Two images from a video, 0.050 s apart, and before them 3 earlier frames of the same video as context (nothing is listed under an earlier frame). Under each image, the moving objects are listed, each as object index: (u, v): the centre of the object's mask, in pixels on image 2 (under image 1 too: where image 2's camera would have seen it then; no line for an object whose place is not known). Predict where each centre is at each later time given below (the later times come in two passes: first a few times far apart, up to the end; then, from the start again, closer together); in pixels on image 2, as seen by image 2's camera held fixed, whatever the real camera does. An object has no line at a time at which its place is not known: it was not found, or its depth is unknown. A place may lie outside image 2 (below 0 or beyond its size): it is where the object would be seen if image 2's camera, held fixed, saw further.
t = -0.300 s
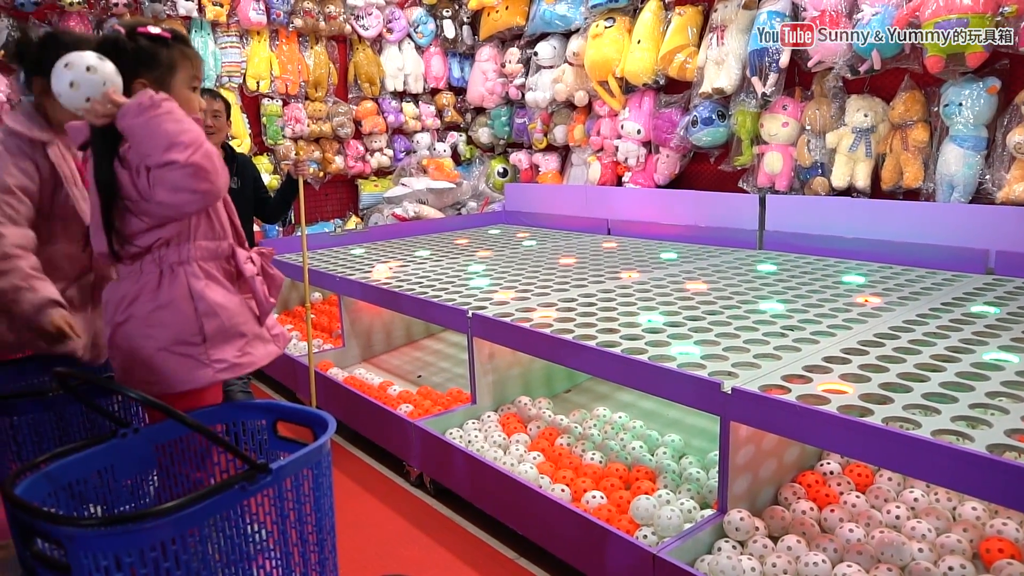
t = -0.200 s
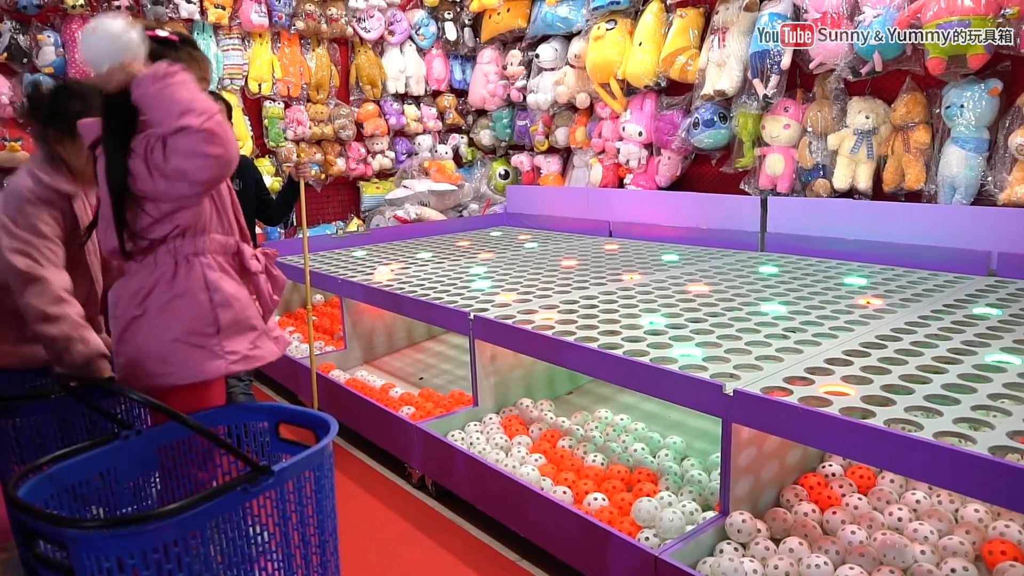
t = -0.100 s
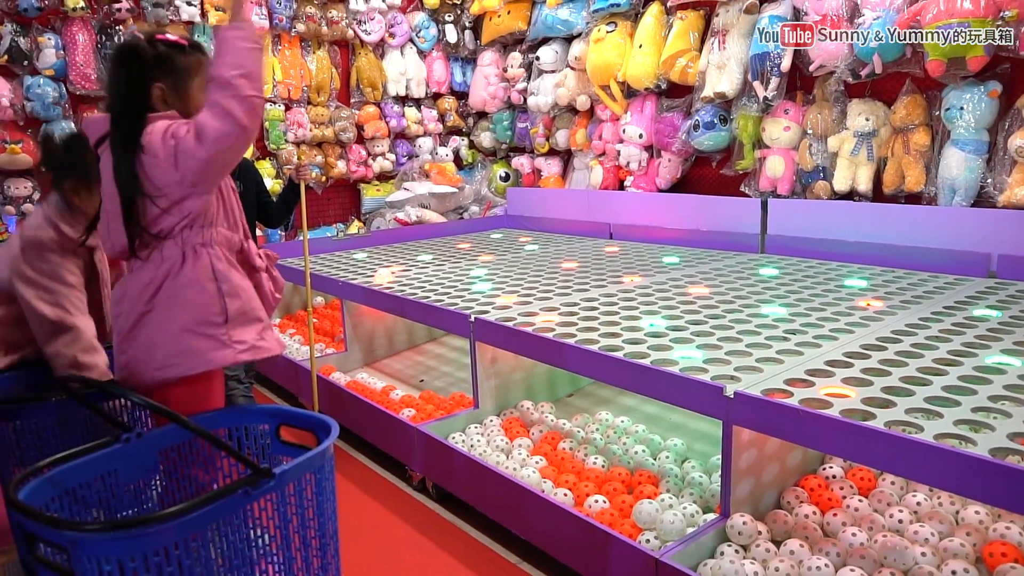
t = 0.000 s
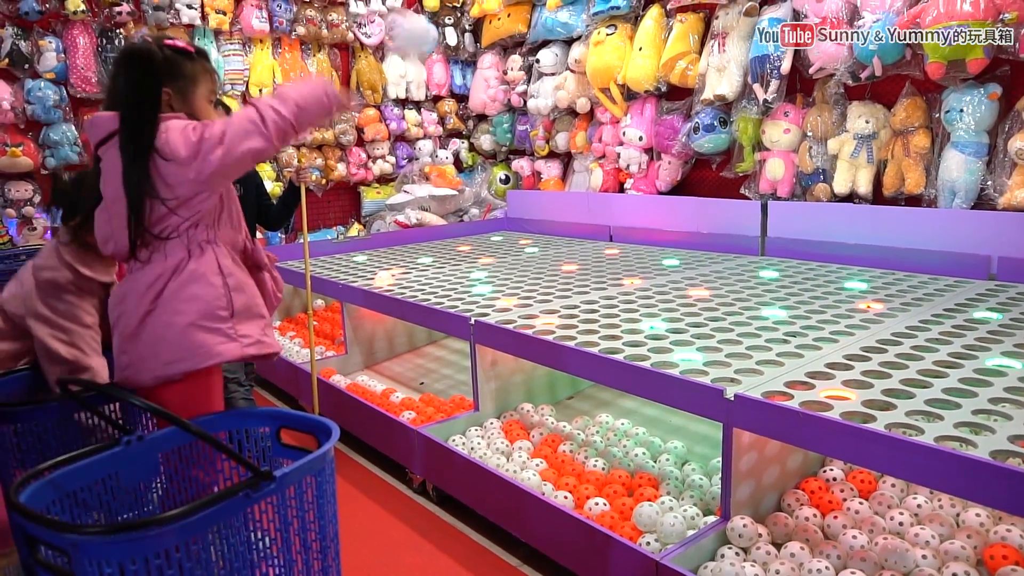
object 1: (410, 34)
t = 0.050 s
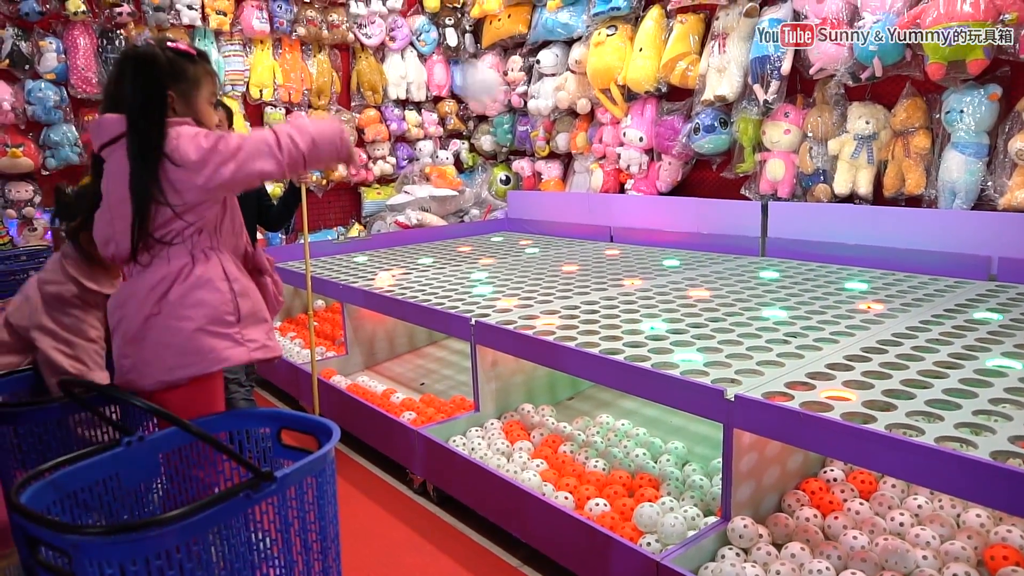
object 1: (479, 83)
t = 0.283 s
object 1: (679, 334)
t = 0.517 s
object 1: (760, 235)
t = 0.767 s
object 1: (820, 264)
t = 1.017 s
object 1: (851, 268)
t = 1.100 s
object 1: (856, 275)
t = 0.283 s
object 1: (679, 334)
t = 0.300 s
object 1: (689, 348)
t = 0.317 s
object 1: (696, 336)
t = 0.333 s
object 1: (701, 324)
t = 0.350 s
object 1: (707, 311)
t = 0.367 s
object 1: (714, 297)
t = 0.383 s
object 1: (719, 289)
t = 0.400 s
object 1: (723, 279)
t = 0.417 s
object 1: (729, 269)
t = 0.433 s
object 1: (735, 261)
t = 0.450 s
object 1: (740, 254)
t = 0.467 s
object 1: (745, 247)
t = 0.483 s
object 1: (751, 243)
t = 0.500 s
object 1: (755, 239)
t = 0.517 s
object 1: (760, 235)
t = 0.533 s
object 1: (764, 233)
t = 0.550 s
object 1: (769, 230)
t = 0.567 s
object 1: (774, 228)
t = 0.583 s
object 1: (778, 227)
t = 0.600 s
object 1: (782, 227)
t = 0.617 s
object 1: (786, 228)
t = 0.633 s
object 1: (791, 229)
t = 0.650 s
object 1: (795, 231)
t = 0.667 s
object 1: (799, 234)
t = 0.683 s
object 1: (803, 238)
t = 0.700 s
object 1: (807, 243)
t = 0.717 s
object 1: (810, 248)
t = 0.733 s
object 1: (814, 252)
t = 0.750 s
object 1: (817, 258)
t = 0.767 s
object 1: (820, 264)
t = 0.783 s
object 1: (824, 270)
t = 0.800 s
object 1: (827, 275)
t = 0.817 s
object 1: (830, 282)
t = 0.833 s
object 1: (833, 290)
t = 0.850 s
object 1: (835, 292)
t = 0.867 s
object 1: (837, 286)
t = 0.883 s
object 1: (837, 281)
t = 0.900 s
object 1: (840, 278)
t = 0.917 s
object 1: (842, 276)
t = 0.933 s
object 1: (844, 273)
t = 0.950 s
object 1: (845, 271)
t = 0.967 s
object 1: (847, 269)
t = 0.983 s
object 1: (848, 268)
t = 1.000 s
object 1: (850, 268)
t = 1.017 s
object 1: (851, 268)
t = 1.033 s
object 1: (852, 269)
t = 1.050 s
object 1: (853, 270)
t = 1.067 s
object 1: (854, 272)
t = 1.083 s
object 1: (854, 273)
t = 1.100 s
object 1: (856, 275)
